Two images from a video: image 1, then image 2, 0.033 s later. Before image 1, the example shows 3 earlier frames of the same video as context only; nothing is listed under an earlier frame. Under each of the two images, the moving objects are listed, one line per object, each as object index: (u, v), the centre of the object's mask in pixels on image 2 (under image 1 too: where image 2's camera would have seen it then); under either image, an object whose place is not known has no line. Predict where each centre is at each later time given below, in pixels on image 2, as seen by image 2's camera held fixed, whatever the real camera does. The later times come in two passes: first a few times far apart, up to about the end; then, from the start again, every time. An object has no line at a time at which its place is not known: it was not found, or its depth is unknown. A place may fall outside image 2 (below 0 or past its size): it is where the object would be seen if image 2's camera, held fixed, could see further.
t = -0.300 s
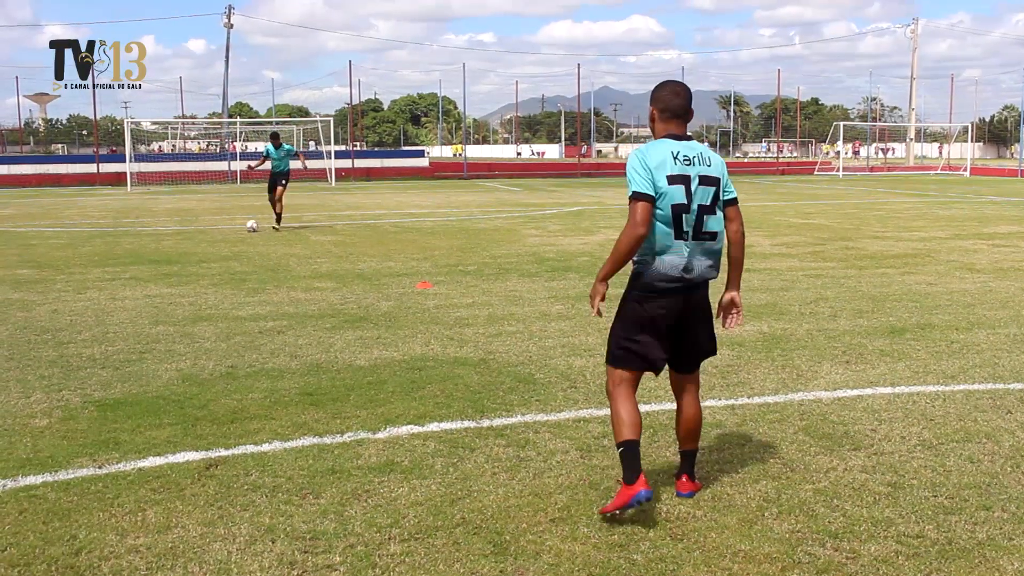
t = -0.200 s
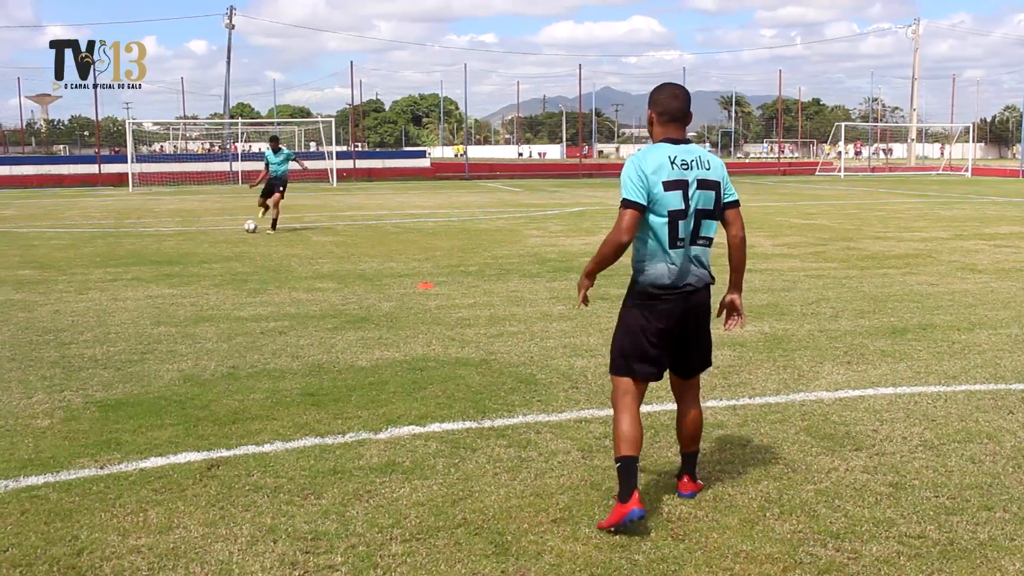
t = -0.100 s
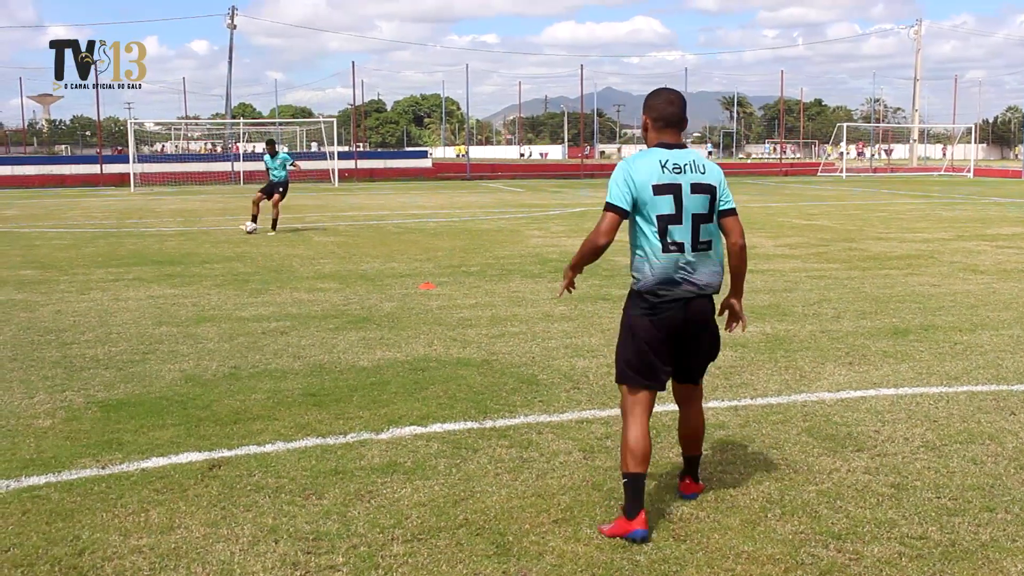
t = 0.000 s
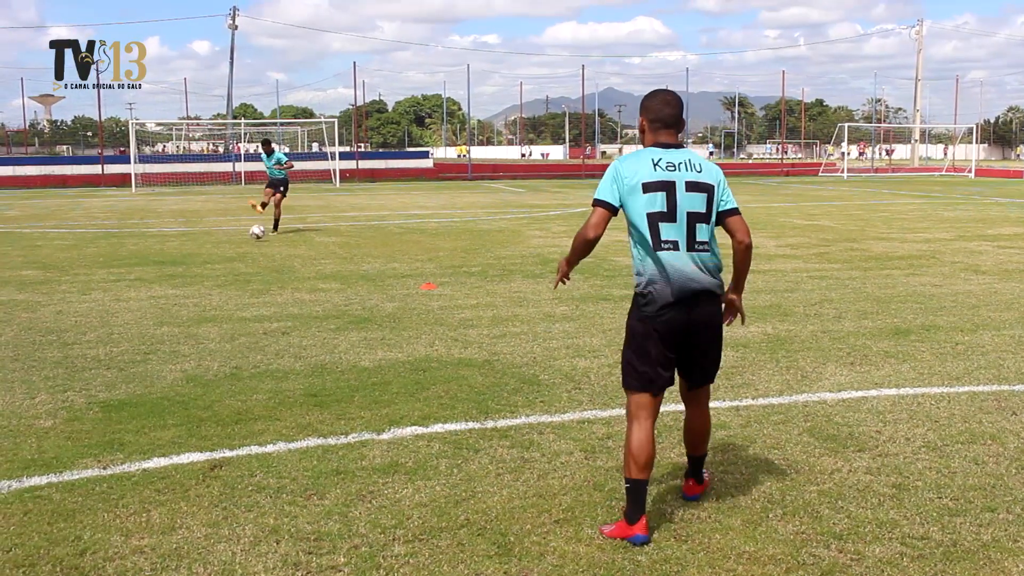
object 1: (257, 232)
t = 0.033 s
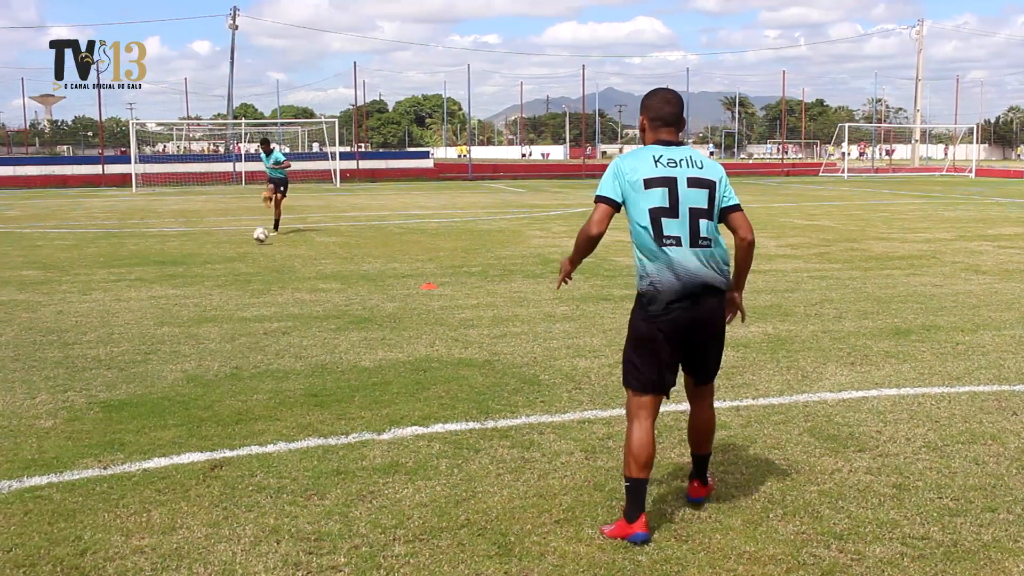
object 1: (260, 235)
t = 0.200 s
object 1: (279, 251)
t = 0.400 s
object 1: (315, 279)
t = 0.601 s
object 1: (372, 317)
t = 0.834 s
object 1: (477, 381)
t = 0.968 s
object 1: (568, 435)
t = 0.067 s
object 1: (263, 239)
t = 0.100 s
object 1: (267, 244)
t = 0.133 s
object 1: (271, 247)
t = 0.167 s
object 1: (274, 249)
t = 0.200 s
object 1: (279, 251)
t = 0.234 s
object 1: (283, 254)
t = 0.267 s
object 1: (289, 259)
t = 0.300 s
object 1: (295, 265)
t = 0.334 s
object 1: (301, 272)
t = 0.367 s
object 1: (307, 275)
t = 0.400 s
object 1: (315, 279)
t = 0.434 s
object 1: (323, 284)
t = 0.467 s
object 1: (332, 292)
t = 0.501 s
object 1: (341, 301)
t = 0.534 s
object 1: (351, 308)
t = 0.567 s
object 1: (361, 312)
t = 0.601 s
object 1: (372, 317)
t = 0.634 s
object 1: (383, 324)
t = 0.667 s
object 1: (397, 335)
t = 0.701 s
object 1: (411, 346)
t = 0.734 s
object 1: (426, 357)
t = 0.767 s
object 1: (441, 362)
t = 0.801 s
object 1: (458, 370)
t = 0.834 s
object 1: (477, 381)
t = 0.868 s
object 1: (496, 395)
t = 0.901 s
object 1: (520, 413)
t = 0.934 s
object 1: (544, 426)
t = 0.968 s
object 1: (568, 435)
